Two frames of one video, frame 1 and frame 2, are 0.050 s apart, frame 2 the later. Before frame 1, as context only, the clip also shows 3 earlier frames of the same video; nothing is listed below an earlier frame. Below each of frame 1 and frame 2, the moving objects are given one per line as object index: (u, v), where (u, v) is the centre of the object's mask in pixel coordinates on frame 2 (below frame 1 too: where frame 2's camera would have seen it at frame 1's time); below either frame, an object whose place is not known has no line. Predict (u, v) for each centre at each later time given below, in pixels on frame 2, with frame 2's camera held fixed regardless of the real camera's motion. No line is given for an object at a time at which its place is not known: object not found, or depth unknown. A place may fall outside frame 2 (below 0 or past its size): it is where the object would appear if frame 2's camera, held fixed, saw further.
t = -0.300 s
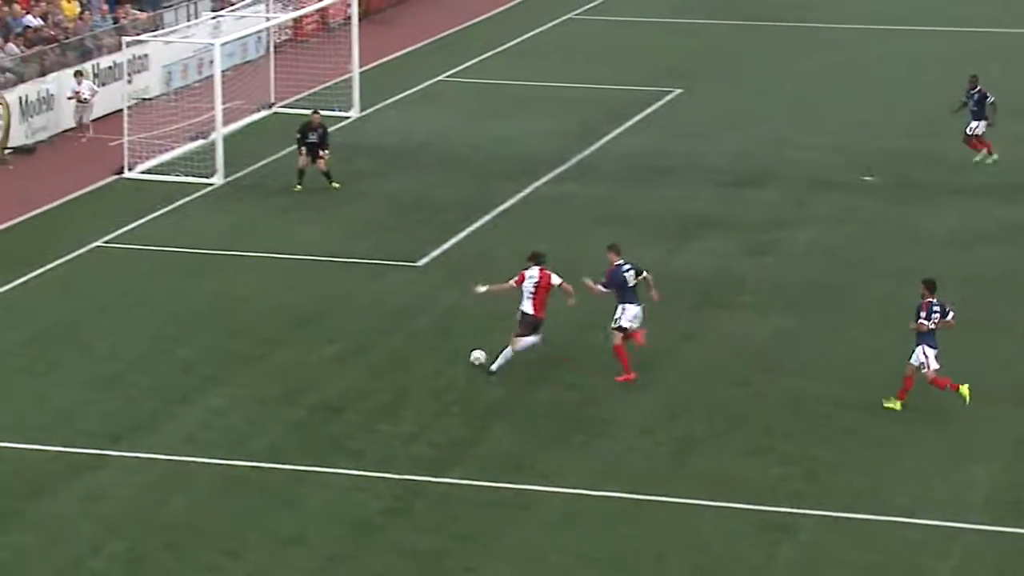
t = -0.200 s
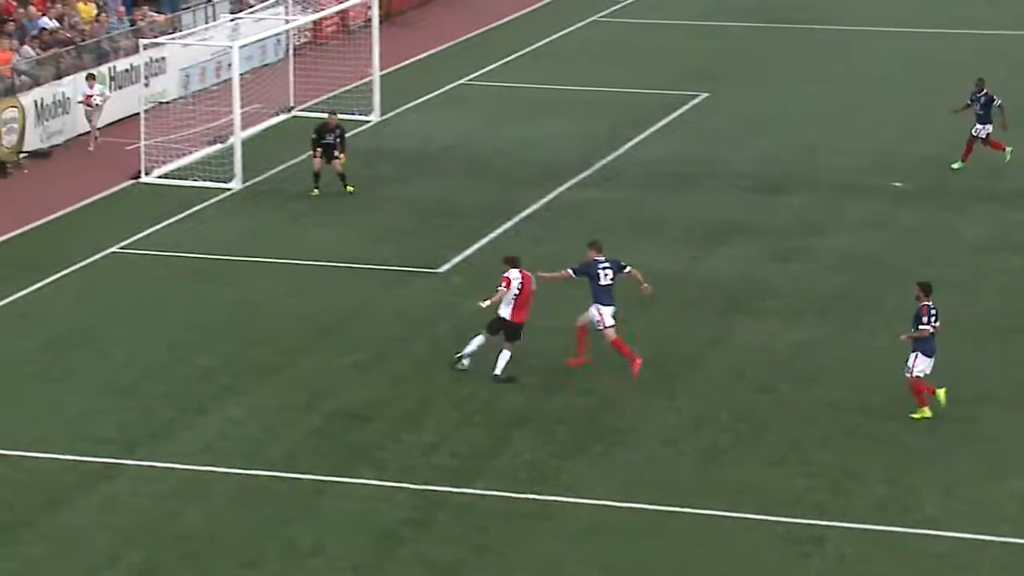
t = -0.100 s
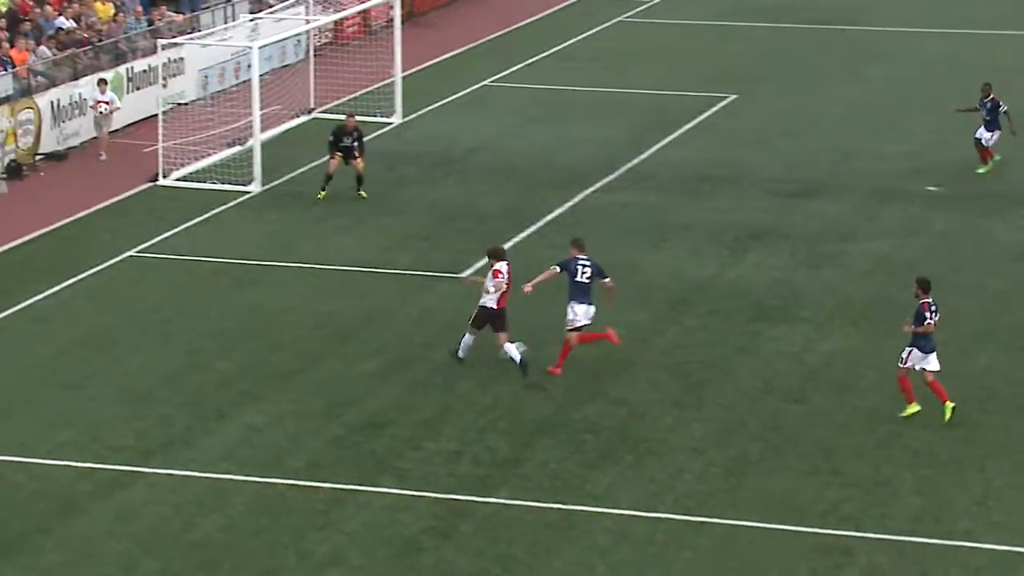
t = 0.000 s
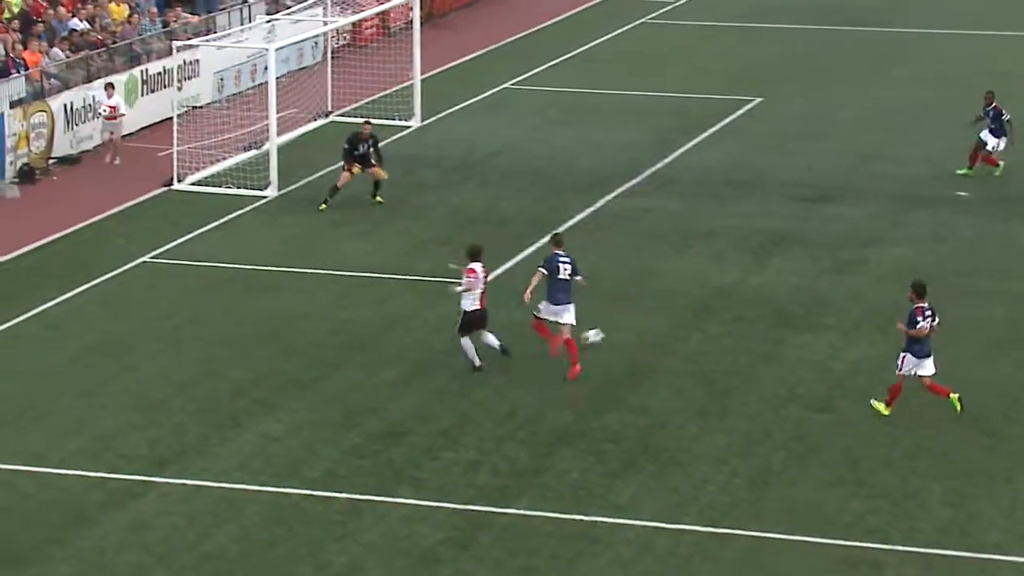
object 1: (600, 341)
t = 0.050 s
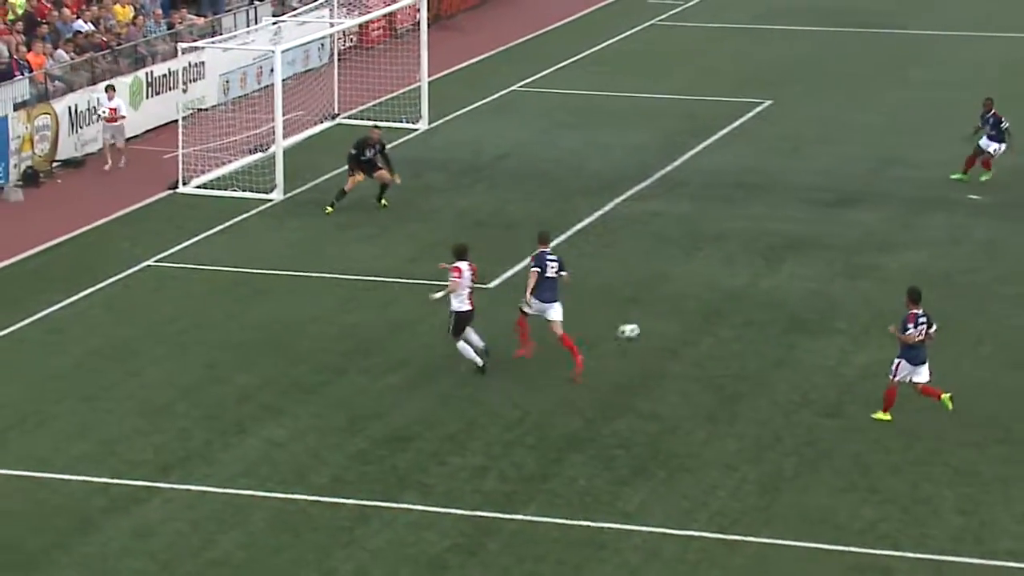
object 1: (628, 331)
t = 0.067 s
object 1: (638, 328)
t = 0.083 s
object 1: (646, 325)
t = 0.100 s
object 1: (655, 322)
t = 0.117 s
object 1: (663, 319)
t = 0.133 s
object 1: (671, 316)
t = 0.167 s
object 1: (687, 310)
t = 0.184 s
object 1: (695, 308)
